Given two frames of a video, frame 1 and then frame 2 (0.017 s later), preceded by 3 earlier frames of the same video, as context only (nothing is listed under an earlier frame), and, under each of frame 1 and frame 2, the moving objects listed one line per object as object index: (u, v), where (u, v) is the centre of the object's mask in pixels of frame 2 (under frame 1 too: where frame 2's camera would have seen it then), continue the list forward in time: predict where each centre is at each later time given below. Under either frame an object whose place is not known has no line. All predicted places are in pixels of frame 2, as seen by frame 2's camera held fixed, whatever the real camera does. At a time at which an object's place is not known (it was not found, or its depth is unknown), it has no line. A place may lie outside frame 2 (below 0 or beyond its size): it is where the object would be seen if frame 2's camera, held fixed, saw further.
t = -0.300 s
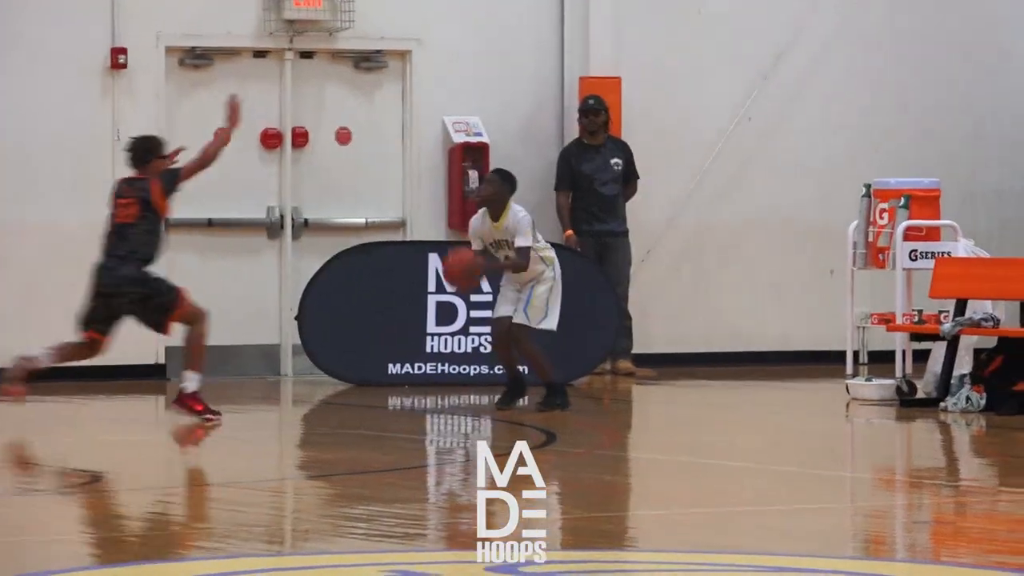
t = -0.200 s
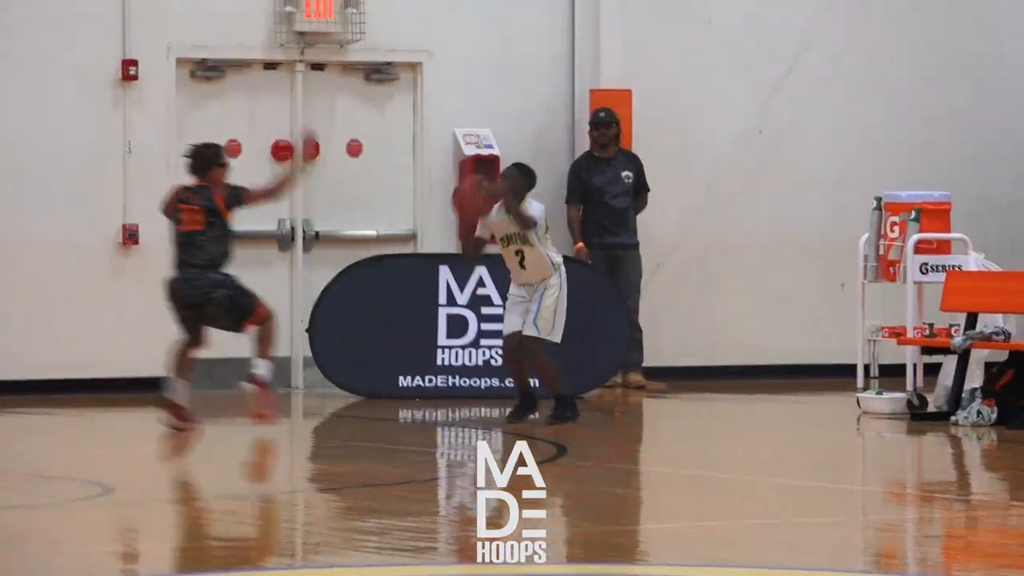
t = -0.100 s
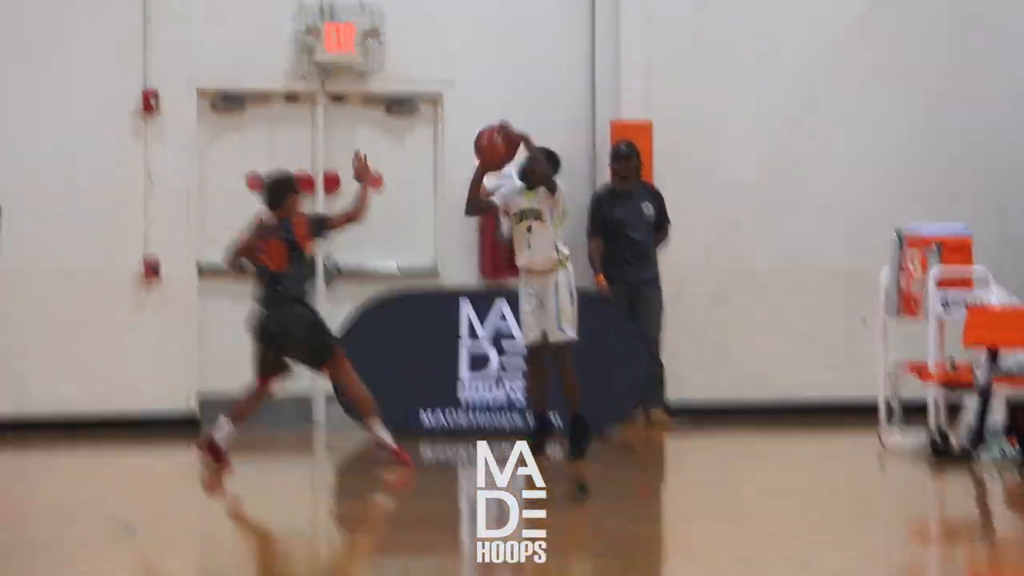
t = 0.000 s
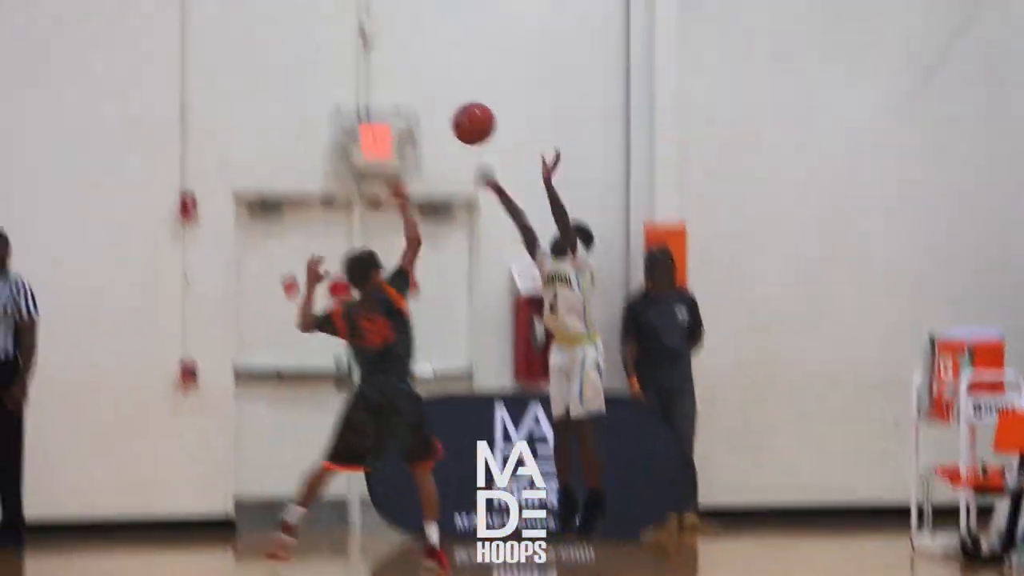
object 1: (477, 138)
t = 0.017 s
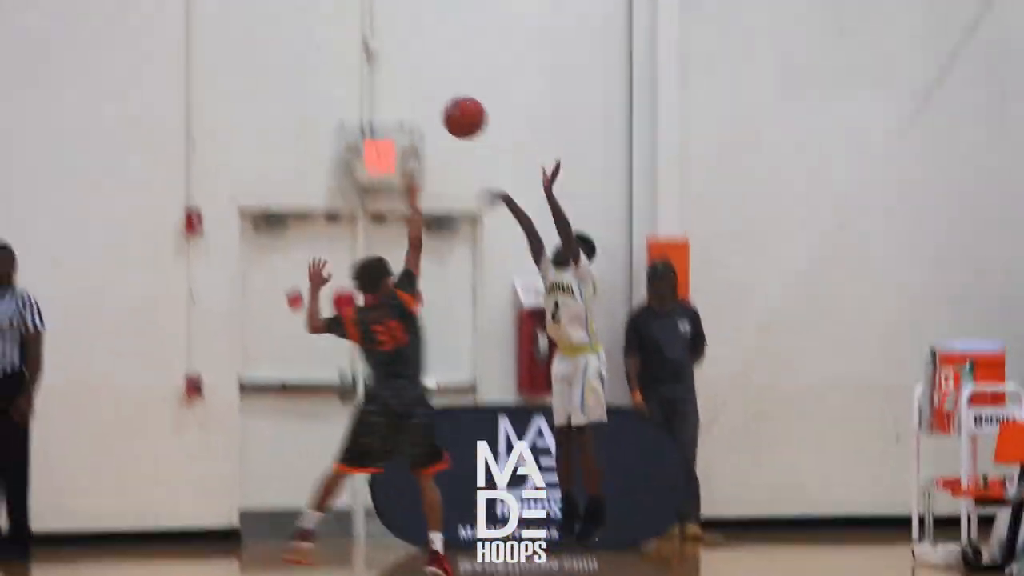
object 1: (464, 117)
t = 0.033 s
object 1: (451, 97)
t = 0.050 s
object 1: (437, 77)
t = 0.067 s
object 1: (423, 57)
